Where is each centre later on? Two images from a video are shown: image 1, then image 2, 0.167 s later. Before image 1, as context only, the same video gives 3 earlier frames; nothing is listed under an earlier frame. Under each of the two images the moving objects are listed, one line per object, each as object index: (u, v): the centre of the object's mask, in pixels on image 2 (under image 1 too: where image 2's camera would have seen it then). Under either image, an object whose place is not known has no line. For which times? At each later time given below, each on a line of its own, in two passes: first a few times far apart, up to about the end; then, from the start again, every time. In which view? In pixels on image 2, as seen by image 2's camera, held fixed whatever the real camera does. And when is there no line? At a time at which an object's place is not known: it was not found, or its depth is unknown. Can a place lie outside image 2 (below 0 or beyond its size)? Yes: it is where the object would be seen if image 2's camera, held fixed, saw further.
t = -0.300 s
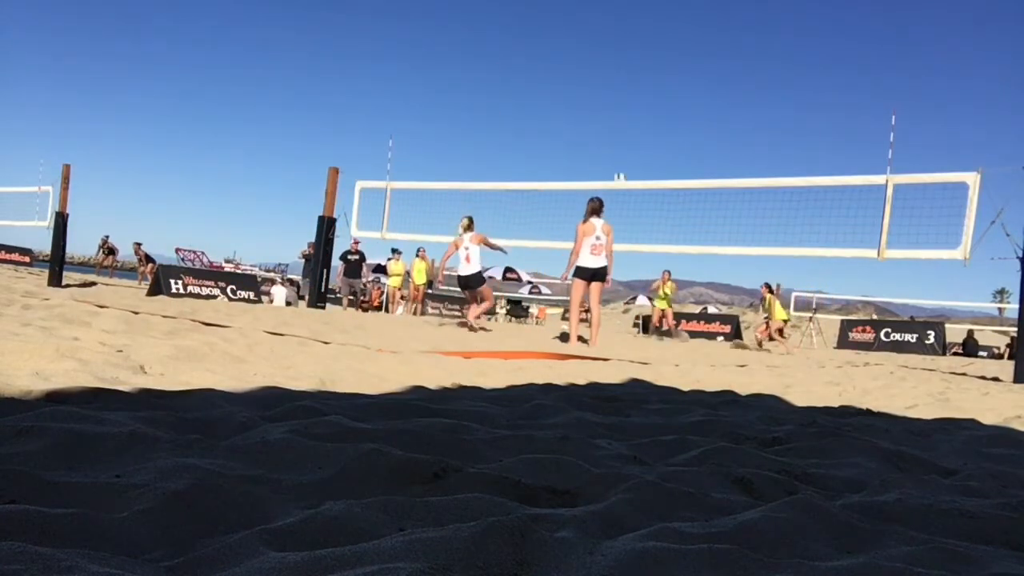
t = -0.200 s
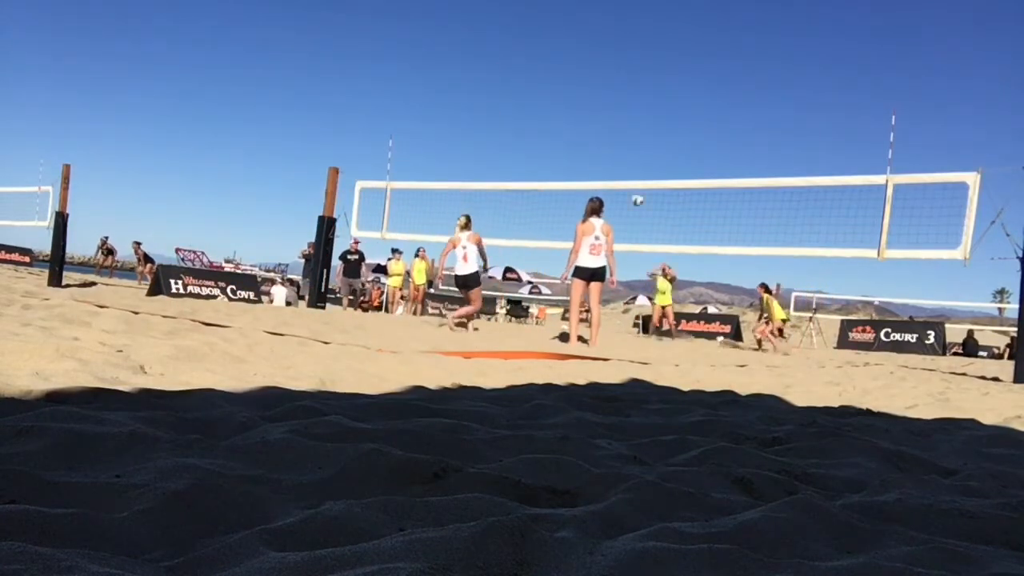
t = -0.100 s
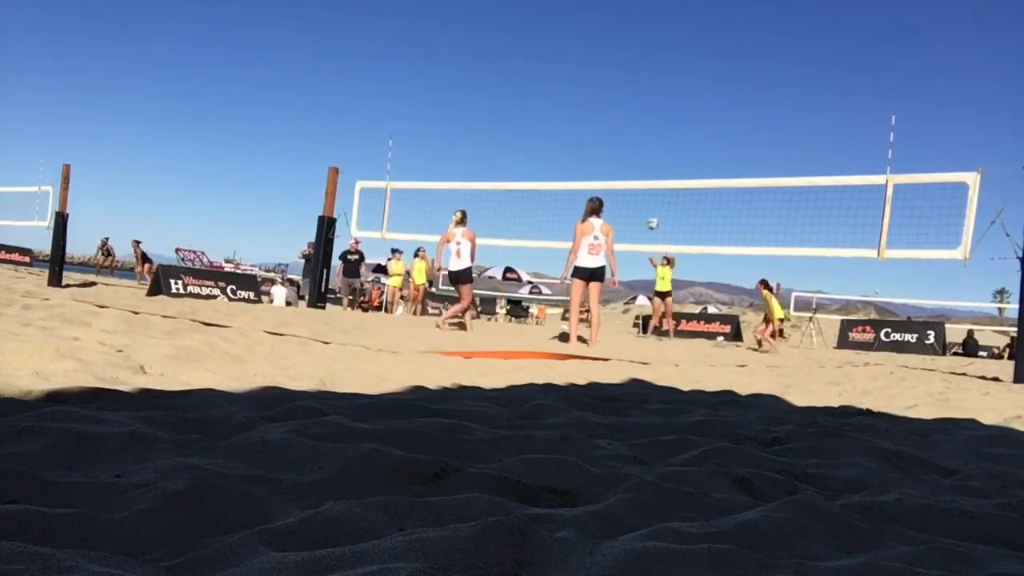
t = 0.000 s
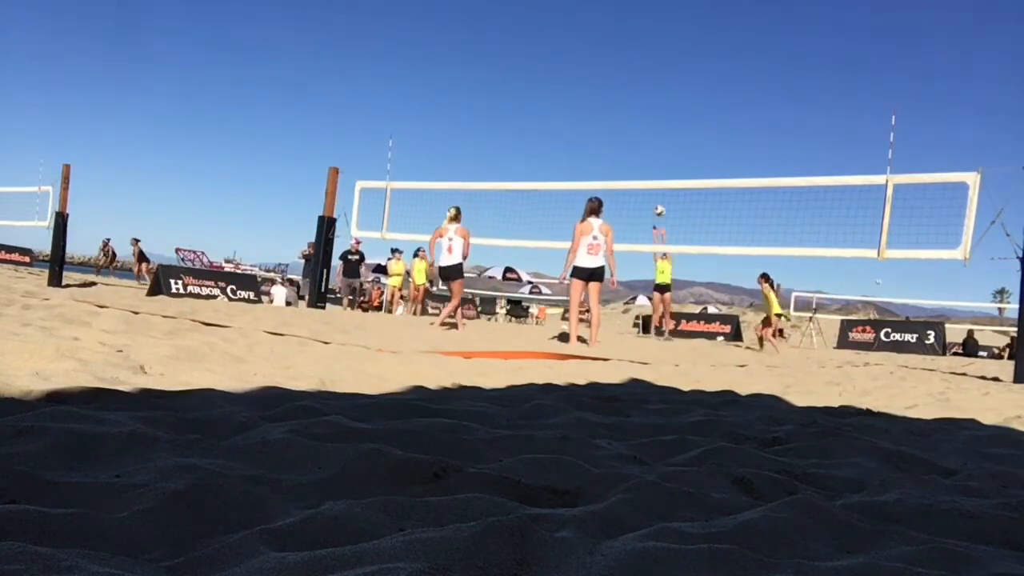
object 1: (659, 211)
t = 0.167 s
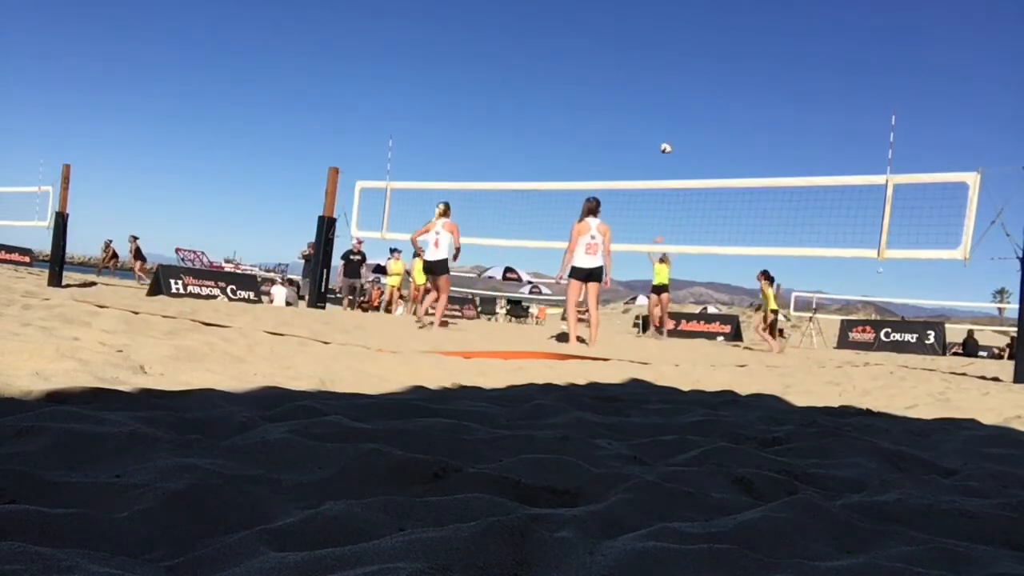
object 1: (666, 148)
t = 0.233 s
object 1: (668, 127)
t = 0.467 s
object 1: (673, 67)
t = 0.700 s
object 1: (674, 33)
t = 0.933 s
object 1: (671, 30)
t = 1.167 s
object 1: (665, 57)
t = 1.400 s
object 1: (653, 121)
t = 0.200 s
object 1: (667, 137)
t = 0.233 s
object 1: (668, 127)
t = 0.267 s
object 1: (669, 116)
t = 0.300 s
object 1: (669, 107)
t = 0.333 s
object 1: (671, 98)
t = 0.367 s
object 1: (671, 89)
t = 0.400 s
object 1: (672, 81)
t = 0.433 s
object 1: (672, 74)
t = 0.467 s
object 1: (673, 67)
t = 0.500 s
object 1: (673, 61)
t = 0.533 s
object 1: (673, 55)
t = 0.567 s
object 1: (673, 49)
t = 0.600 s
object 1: (674, 44)
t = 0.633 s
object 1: (674, 40)
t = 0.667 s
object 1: (675, 36)
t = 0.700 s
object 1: (674, 33)
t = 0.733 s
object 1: (675, 31)
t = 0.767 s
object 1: (674, 29)
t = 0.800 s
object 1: (674, 28)
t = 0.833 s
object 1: (673, 28)
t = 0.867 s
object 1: (673, 28)
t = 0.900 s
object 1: (672, 29)
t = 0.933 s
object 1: (671, 30)
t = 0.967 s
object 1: (671, 31)
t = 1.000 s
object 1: (670, 34)
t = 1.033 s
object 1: (669, 37)
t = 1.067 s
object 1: (668, 41)
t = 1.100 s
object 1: (667, 45)
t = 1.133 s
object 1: (666, 51)
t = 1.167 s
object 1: (665, 57)
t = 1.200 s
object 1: (663, 64)
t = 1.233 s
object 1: (661, 72)
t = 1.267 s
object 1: (660, 81)
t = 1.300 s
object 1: (657, 90)
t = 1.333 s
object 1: (656, 99)
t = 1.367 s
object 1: (655, 109)
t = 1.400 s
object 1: (653, 121)
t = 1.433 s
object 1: (651, 133)
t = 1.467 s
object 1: (648, 145)
